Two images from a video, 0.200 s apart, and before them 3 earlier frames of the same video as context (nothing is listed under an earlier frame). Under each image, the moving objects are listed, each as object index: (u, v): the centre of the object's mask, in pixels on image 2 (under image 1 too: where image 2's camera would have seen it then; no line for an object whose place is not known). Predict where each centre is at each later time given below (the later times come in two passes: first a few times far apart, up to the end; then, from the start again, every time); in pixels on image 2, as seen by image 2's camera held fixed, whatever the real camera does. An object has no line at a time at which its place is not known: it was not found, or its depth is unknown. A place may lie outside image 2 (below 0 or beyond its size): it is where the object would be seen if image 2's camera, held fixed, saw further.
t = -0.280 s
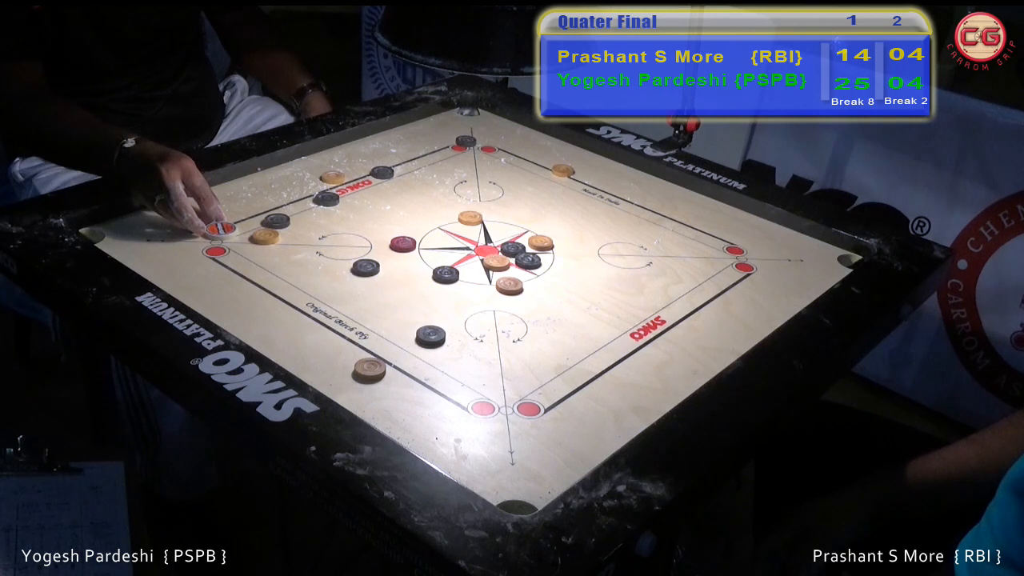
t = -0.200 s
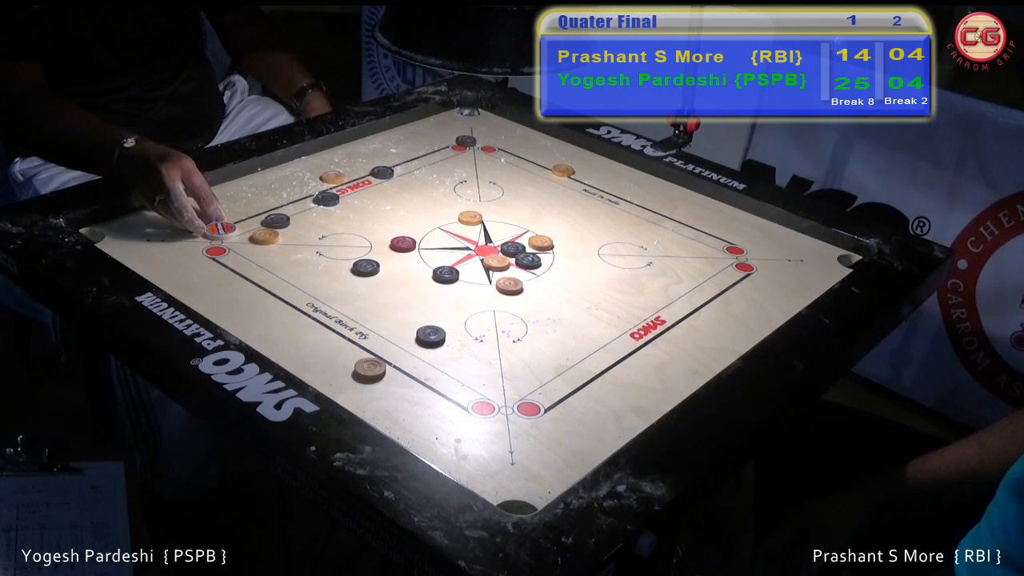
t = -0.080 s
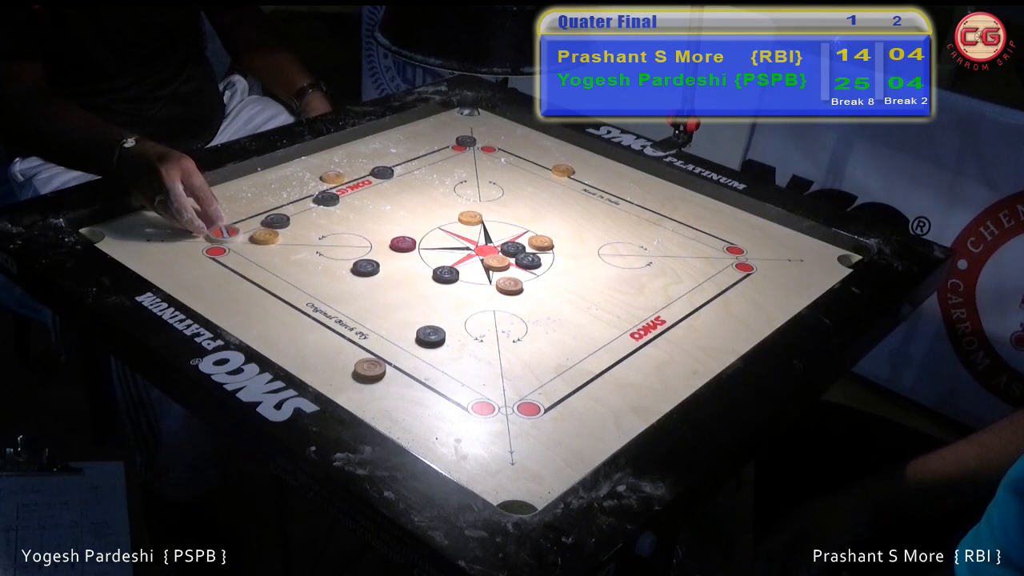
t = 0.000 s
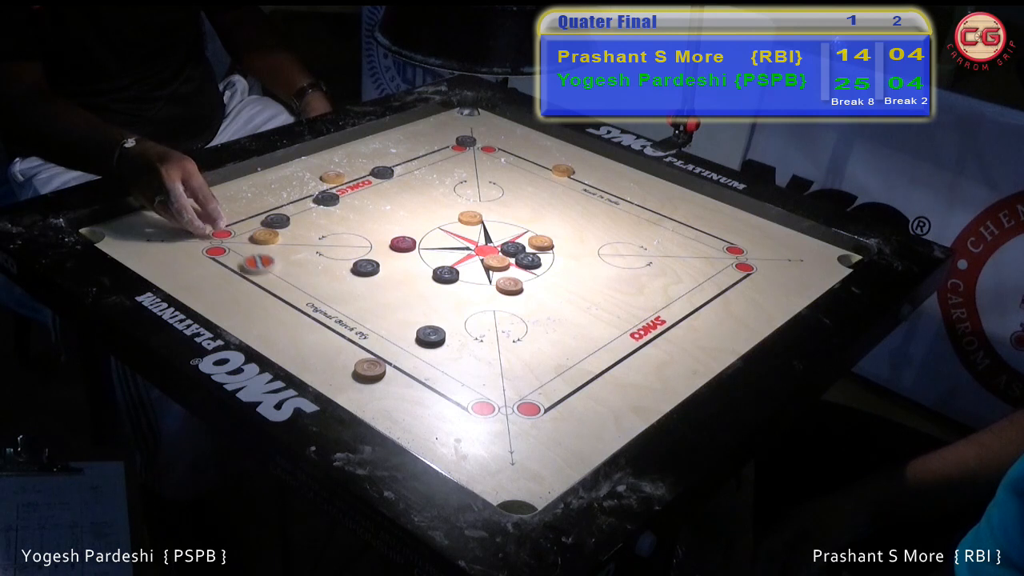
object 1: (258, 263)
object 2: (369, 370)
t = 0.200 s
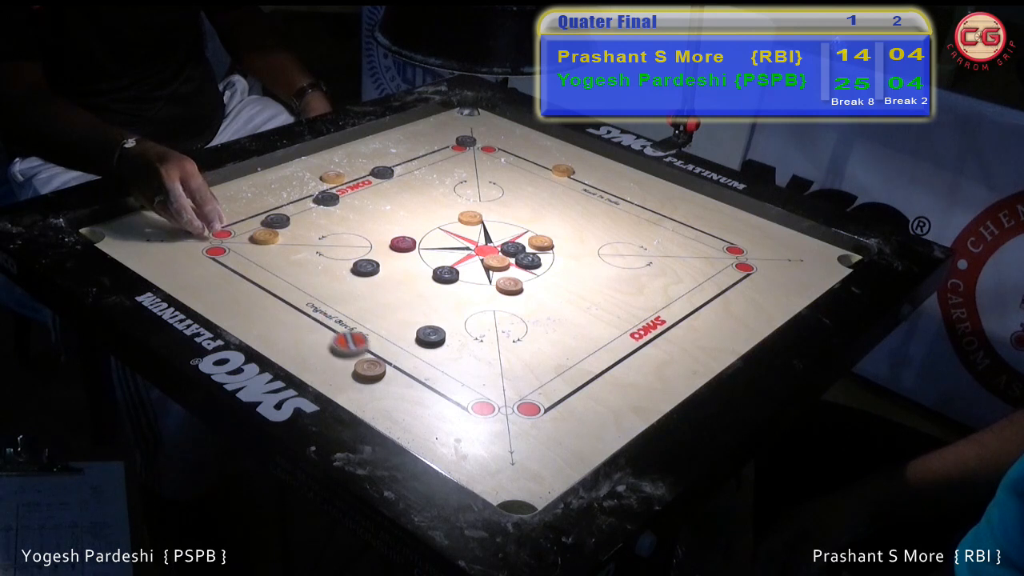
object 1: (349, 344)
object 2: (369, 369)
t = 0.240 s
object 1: (365, 356)
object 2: (379, 383)
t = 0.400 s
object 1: (406, 381)
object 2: (454, 470)
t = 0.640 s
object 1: (435, 398)
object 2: (517, 494)
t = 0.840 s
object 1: (436, 399)
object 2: (512, 490)
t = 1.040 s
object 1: (436, 399)
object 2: (512, 491)
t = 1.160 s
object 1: (436, 399)
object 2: (512, 491)
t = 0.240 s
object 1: (365, 356)
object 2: (379, 383)
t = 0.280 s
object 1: (376, 363)
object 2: (397, 407)
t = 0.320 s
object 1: (387, 369)
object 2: (414, 430)
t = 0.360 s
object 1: (397, 376)
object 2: (433, 451)
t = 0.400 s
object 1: (406, 381)
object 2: (454, 470)
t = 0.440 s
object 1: (413, 385)
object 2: (479, 484)
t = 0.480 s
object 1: (420, 389)
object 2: (501, 494)
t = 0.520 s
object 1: (425, 393)
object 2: (523, 501)
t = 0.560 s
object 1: (430, 395)
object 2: (530, 501)
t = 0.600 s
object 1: (433, 397)
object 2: (523, 497)
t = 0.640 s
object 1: (435, 398)
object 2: (517, 494)
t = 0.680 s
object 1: (436, 398)
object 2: (513, 491)
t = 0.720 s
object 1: (436, 399)
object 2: (512, 490)
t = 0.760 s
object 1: (436, 398)
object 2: (512, 490)
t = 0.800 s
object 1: (436, 399)
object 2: (512, 490)
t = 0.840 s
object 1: (436, 399)
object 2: (512, 490)
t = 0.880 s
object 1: (436, 398)
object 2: (512, 491)
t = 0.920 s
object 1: (436, 399)
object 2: (512, 490)
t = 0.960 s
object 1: (436, 398)
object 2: (512, 491)
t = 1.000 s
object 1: (436, 399)
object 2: (512, 491)
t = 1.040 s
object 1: (436, 399)
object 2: (512, 491)
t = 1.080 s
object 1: (436, 399)
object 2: (512, 491)
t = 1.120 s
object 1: (436, 399)
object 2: (512, 491)
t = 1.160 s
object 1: (436, 399)
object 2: (512, 491)
